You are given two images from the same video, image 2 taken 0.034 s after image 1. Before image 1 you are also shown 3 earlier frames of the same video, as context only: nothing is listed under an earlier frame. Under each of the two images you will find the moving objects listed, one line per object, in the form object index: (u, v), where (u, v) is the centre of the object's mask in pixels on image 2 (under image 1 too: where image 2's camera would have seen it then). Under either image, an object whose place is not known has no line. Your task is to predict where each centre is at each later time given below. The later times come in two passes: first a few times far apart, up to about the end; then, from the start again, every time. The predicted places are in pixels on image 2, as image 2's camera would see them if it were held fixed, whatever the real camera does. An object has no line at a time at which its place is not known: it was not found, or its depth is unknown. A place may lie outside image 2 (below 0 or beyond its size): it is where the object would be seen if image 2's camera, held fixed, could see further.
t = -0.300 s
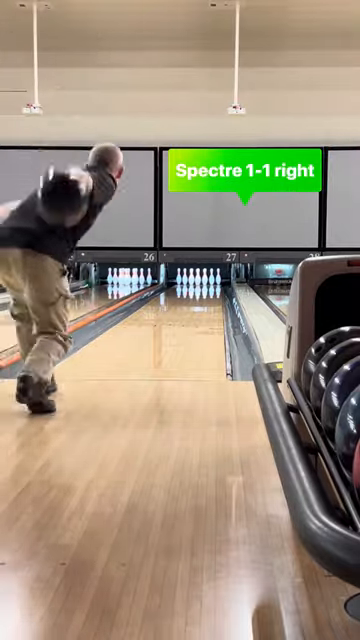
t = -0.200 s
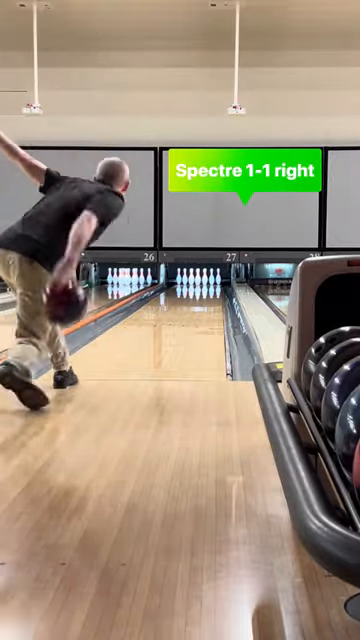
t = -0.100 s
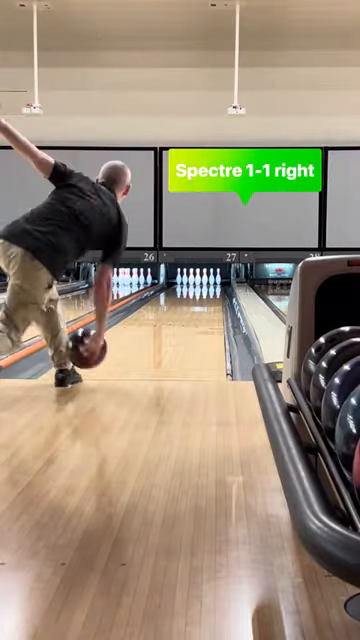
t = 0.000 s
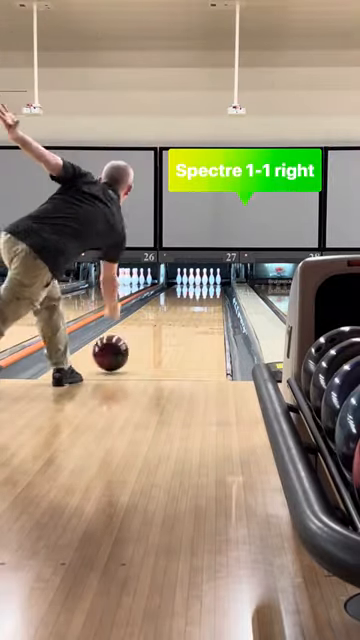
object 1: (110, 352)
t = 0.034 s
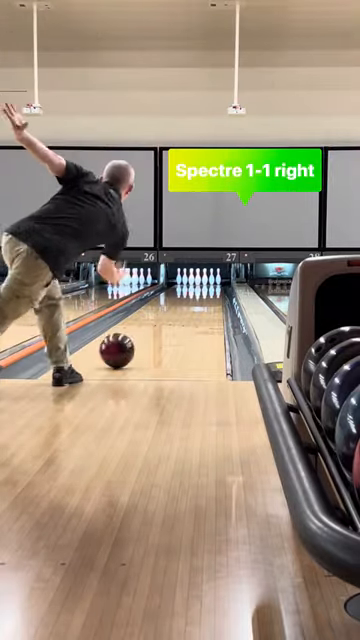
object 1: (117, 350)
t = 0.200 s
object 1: (142, 335)
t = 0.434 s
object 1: (165, 321)
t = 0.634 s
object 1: (179, 312)
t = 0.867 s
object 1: (191, 305)
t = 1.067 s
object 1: (198, 300)
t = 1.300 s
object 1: (205, 295)
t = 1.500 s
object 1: (209, 291)
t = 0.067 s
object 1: (123, 347)
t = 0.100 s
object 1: (128, 343)
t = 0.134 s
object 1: (133, 340)
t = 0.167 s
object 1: (137, 337)
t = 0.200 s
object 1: (142, 335)
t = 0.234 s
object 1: (146, 332)
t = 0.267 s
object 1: (149, 330)
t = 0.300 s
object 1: (153, 328)
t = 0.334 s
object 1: (156, 326)
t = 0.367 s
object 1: (159, 324)
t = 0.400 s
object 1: (162, 322)
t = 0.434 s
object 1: (165, 321)
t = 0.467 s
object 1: (168, 319)
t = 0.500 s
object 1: (171, 318)
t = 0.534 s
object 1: (173, 316)
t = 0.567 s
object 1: (175, 315)
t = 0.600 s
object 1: (177, 314)
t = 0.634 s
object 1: (179, 312)
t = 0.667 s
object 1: (181, 311)
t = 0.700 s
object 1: (183, 310)
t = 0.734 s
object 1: (185, 309)
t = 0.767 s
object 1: (186, 308)
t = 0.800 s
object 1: (188, 307)
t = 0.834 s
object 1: (189, 306)
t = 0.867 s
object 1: (191, 305)
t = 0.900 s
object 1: (192, 304)
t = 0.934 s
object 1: (194, 303)
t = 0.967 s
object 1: (195, 302)
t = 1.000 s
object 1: (196, 301)
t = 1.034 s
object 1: (197, 300)
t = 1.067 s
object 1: (198, 300)
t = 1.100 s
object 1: (200, 299)
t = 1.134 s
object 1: (201, 298)
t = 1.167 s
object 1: (202, 297)
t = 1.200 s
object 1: (202, 296)
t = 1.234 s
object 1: (203, 296)
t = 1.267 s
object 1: (204, 295)
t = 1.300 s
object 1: (205, 295)
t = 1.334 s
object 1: (206, 294)
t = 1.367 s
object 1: (207, 293)
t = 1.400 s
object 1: (207, 293)
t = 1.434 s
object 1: (207, 292)
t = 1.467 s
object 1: (208, 292)
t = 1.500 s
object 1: (209, 291)
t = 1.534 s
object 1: (210, 290)
